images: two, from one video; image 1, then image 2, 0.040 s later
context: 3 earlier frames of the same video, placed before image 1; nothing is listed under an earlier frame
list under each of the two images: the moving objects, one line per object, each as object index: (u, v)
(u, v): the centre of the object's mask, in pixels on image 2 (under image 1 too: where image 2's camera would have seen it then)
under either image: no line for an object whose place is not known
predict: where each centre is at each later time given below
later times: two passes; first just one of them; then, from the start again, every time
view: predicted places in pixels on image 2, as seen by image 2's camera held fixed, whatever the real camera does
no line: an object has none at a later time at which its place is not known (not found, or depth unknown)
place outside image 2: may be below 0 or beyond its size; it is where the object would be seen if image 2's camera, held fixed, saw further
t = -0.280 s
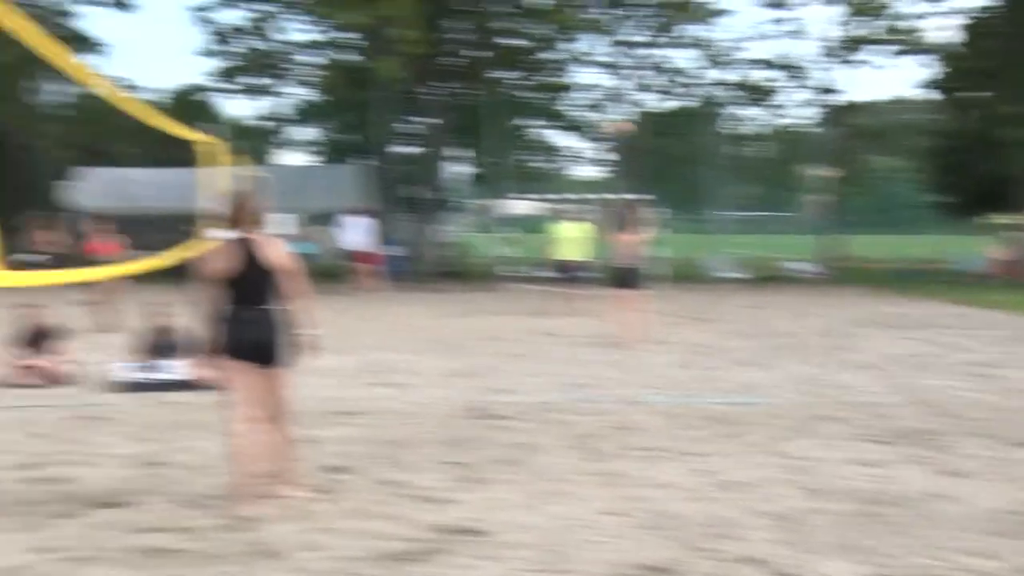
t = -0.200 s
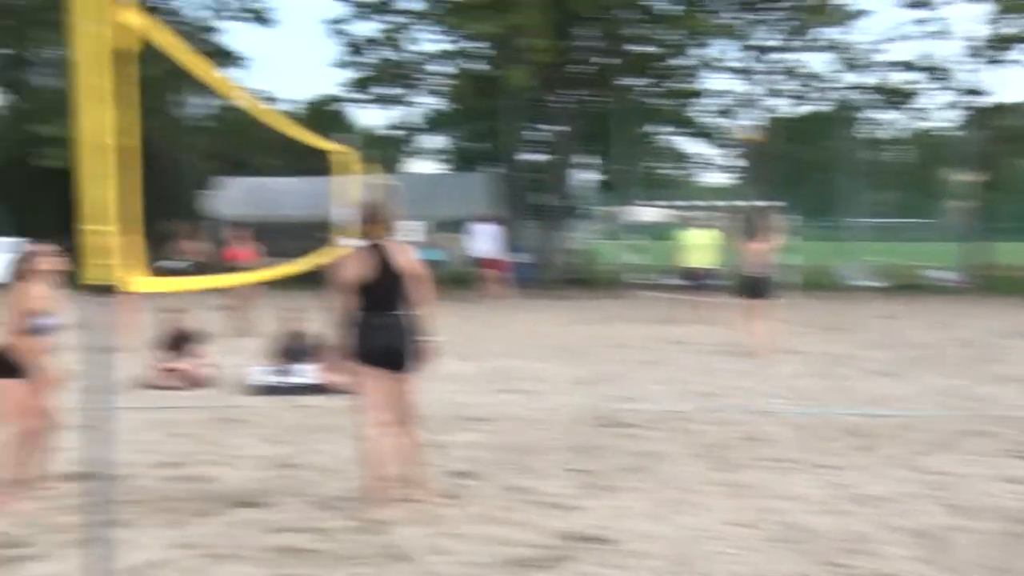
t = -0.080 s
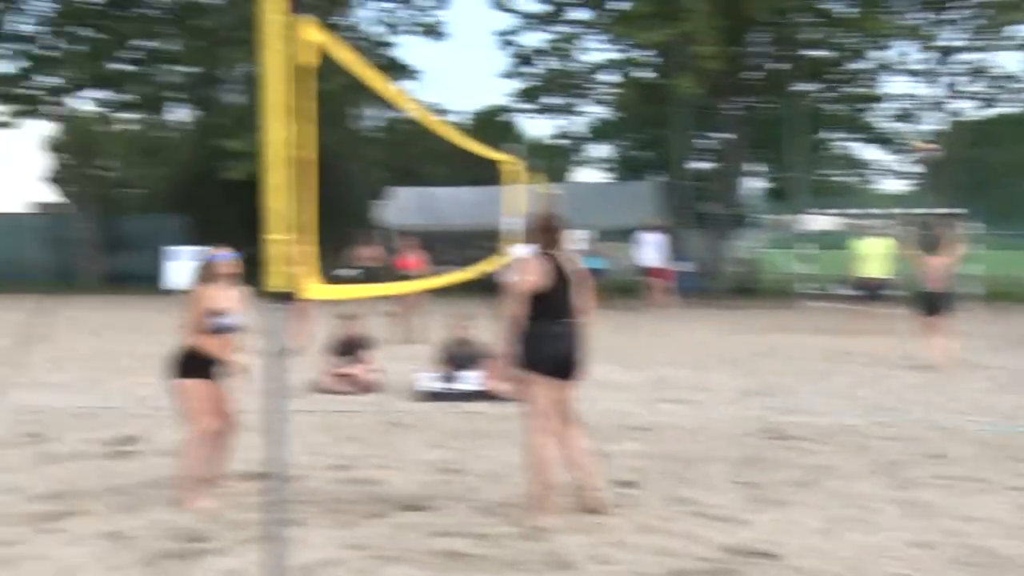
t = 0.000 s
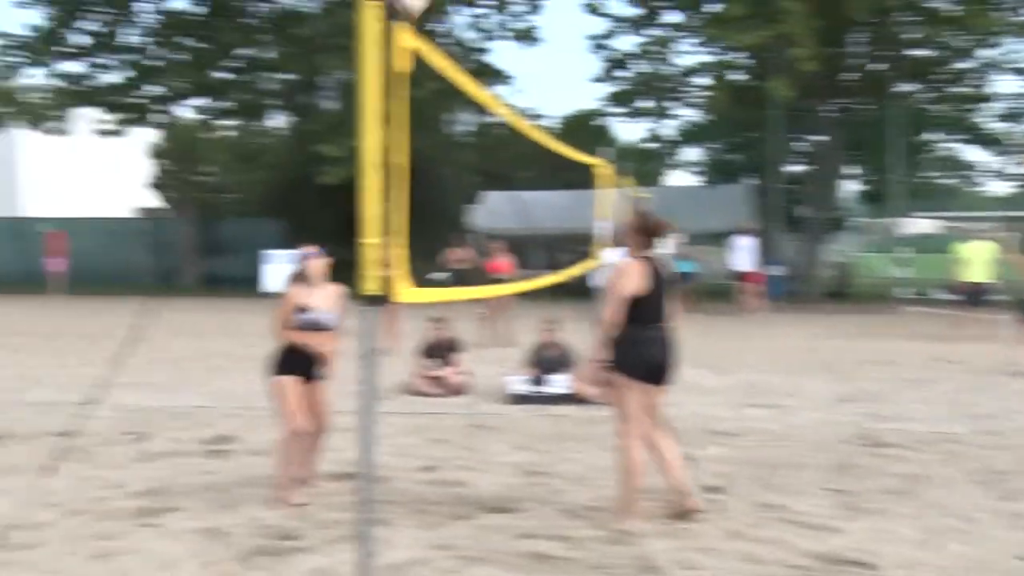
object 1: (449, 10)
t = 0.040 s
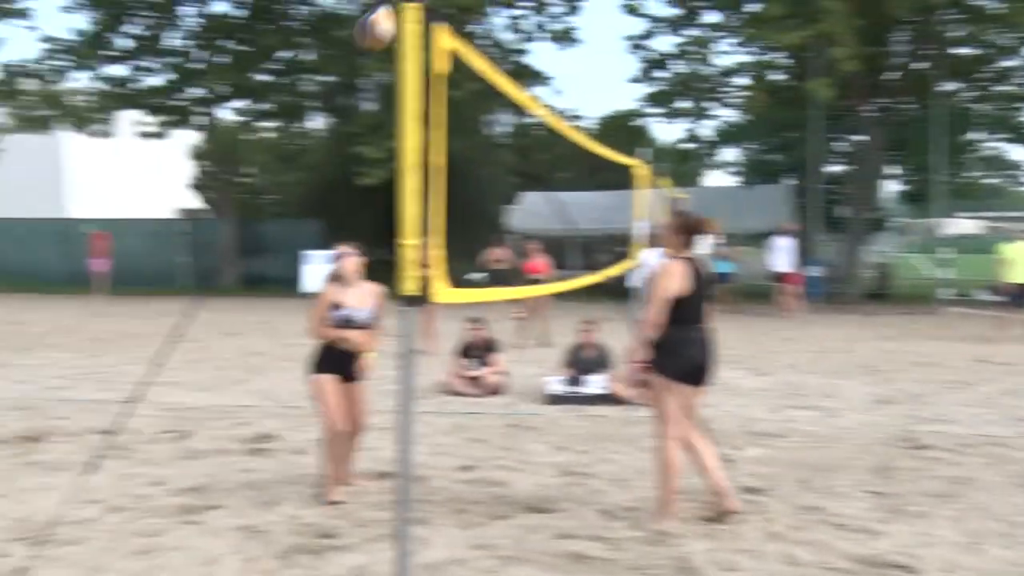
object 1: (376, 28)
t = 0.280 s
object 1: (8, 204)
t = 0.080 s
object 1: (311, 52)
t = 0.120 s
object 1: (251, 78)
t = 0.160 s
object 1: (192, 107)
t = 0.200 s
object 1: (129, 133)
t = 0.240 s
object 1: (64, 174)
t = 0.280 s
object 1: (8, 204)
